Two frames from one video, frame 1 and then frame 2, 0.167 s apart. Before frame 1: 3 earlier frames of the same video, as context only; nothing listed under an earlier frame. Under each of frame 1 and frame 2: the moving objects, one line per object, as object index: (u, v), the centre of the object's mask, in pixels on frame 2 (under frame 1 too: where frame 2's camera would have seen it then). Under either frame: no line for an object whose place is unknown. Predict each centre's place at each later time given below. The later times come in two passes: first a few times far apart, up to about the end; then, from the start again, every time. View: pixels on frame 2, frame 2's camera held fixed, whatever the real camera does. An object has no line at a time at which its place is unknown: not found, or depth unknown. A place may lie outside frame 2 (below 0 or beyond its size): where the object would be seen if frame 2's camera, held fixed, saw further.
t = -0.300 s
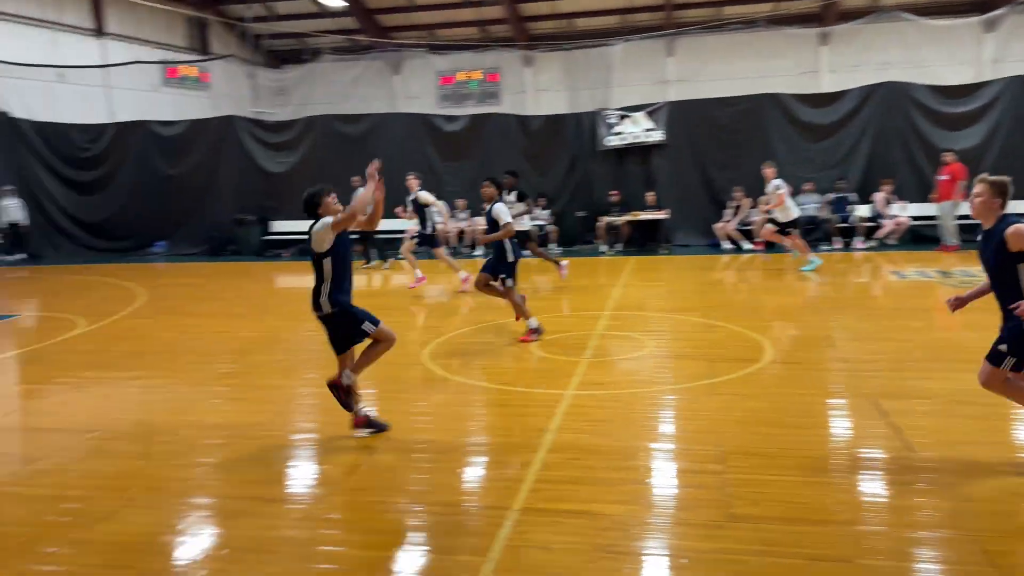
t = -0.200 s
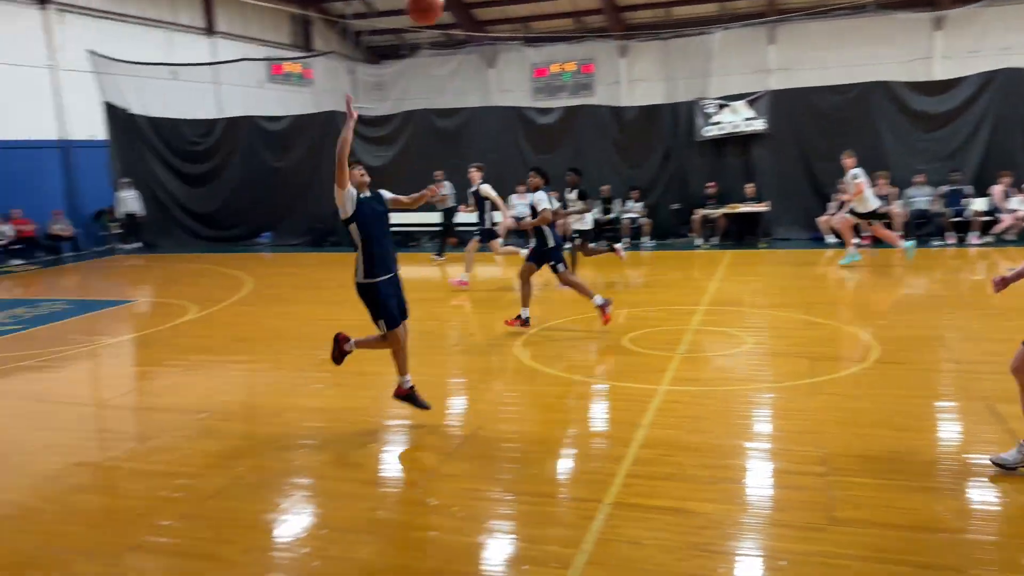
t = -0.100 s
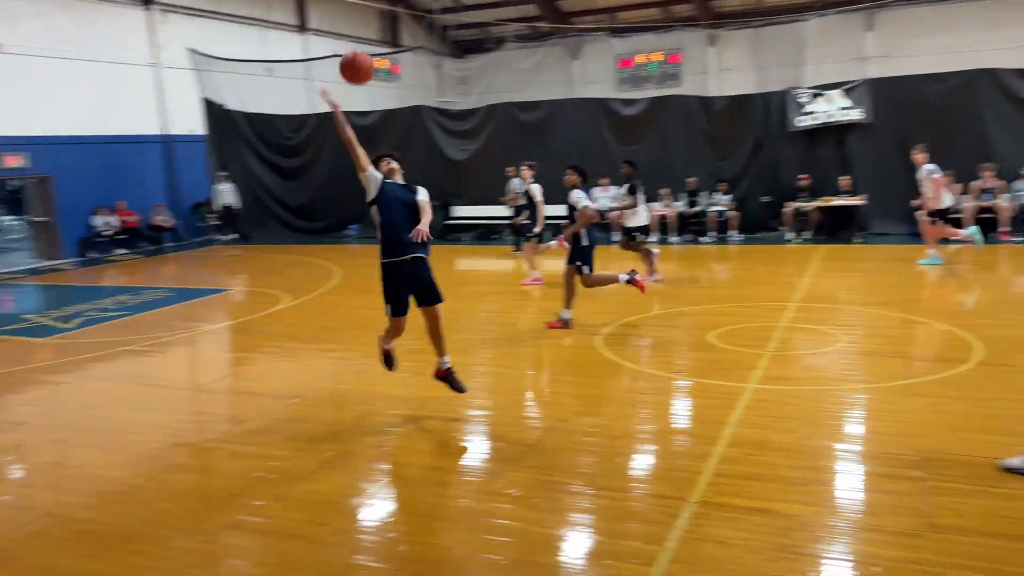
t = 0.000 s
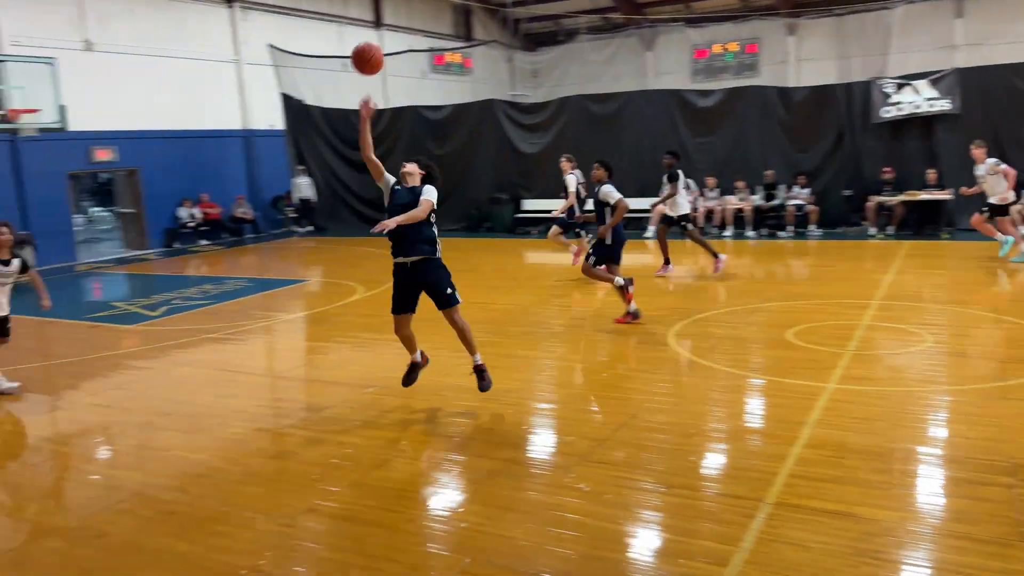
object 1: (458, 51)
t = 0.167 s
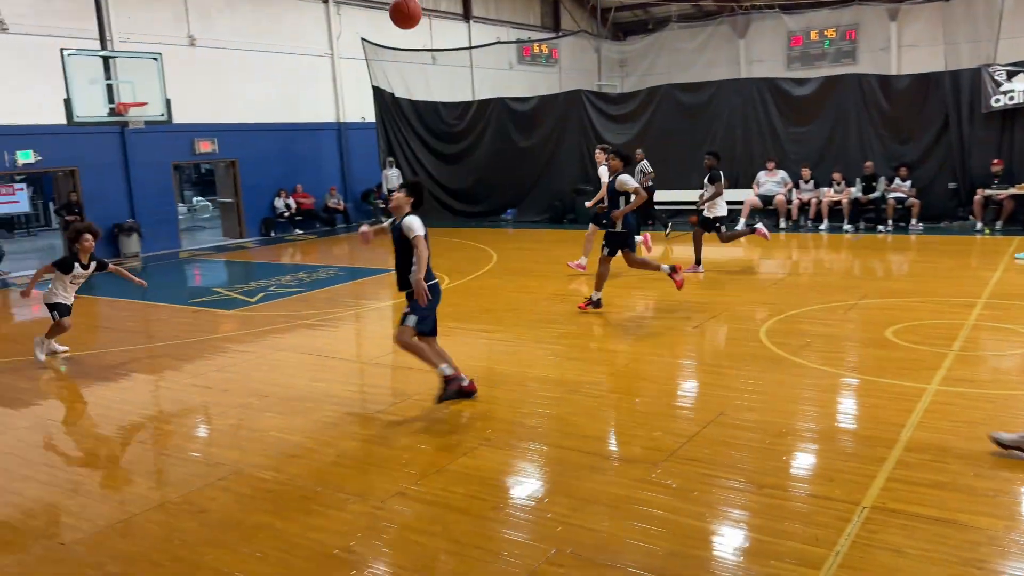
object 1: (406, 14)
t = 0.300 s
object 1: (366, 15)
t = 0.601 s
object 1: (283, 86)
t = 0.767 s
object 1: (244, 178)
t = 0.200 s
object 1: (396, 12)
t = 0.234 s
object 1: (386, 12)
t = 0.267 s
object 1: (376, 13)
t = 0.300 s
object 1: (366, 15)
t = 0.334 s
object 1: (356, 17)
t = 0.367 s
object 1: (346, 21)
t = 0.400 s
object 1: (337, 25)
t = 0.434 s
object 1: (328, 31)
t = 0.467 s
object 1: (318, 38)
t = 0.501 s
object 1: (309, 46)
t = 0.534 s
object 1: (300, 58)
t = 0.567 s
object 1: (291, 71)
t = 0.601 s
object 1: (283, 86)
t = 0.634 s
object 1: (274, 101)
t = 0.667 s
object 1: (267, 118)
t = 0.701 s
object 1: (259, 137)
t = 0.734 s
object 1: (252, 156)
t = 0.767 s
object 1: (244, 178)
